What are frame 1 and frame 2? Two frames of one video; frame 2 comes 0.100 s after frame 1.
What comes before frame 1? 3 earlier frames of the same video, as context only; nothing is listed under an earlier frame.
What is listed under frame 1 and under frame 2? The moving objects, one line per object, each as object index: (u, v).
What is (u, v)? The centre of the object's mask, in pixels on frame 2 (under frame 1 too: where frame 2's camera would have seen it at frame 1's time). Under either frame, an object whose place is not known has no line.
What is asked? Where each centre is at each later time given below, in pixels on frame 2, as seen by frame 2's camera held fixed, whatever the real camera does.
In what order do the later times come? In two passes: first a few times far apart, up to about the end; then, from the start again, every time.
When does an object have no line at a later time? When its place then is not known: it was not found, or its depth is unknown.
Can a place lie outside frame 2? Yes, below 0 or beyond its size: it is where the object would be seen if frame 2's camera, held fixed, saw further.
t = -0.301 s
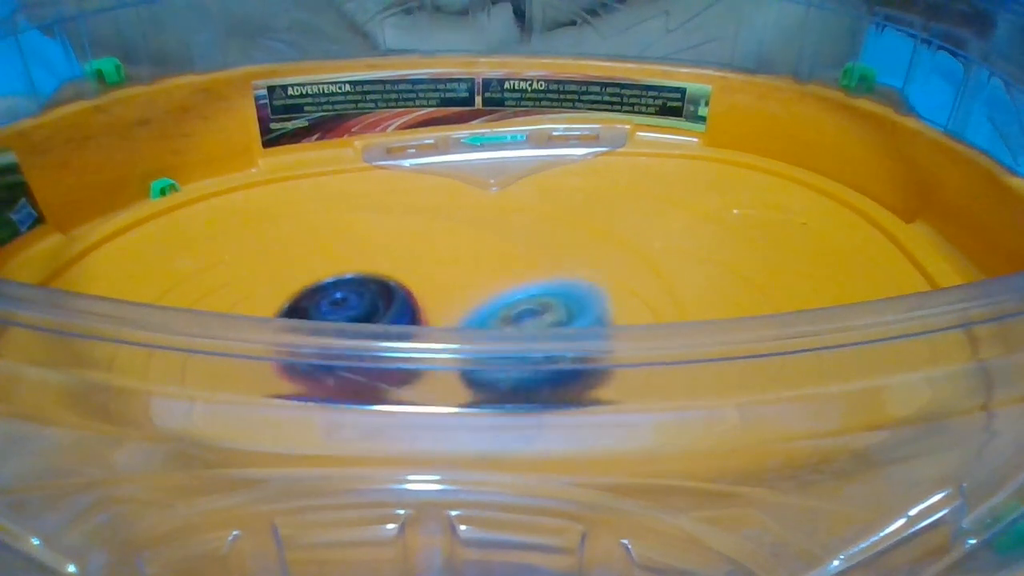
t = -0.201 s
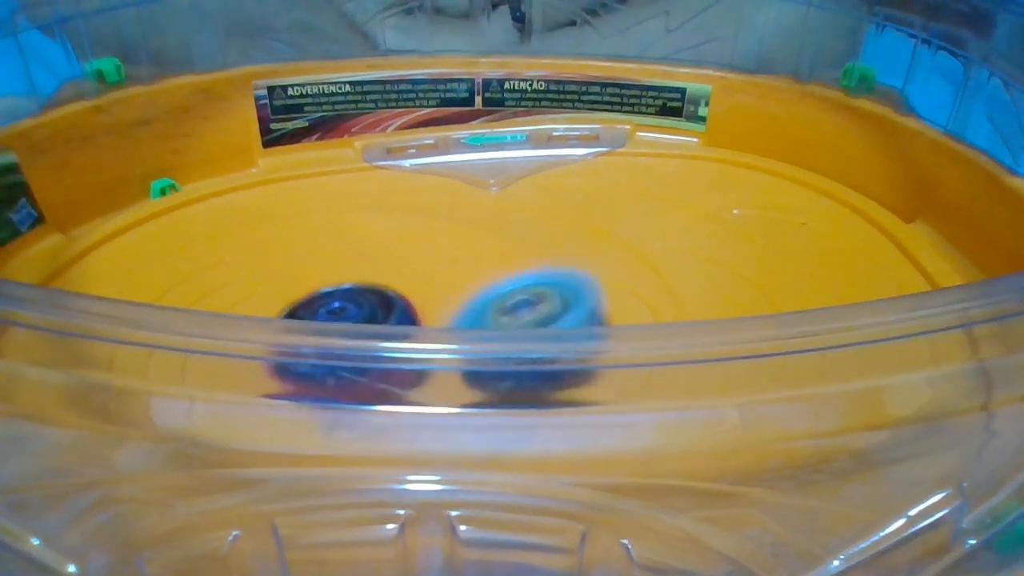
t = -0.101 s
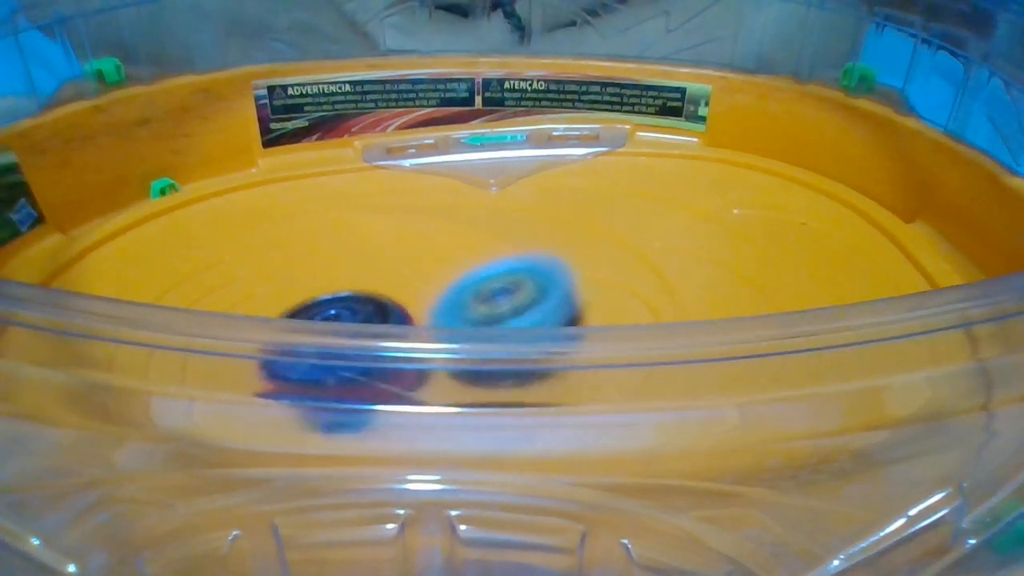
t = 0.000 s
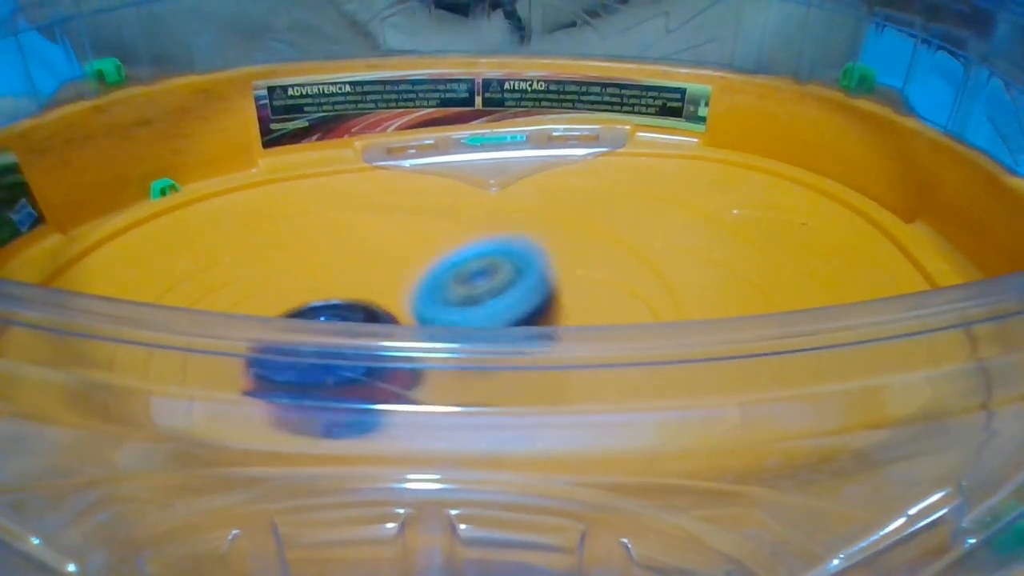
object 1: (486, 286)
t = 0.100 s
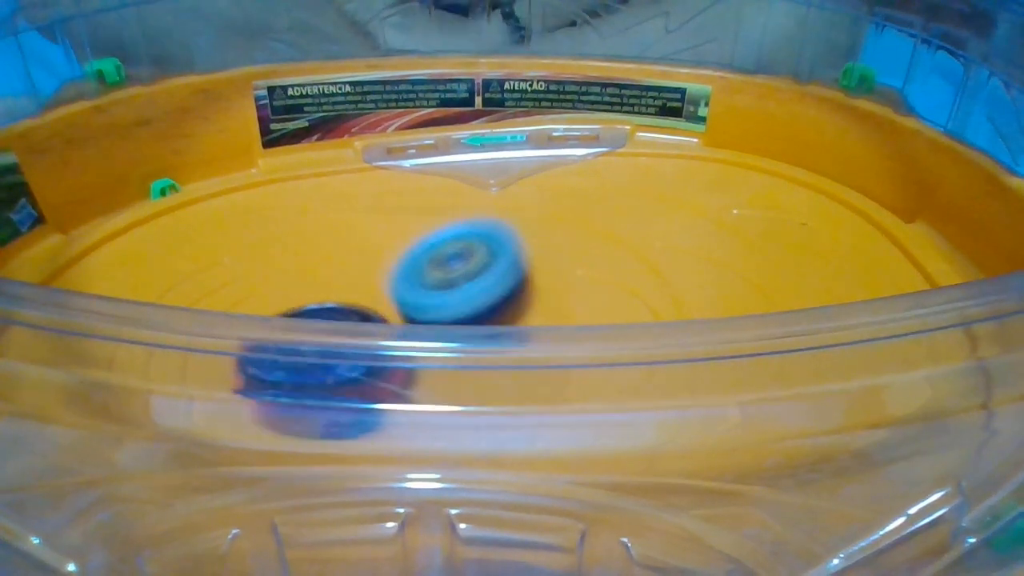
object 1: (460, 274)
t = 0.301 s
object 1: (398, 249)
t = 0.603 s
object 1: (306, 234)
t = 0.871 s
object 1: (231, 243)
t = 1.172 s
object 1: (193, 293)
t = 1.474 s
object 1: (204, 384)
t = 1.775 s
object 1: (286, 411)
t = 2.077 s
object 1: (390, 410)
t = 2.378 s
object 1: (469, 313)
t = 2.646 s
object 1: (497, 291)
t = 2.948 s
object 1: (430, 272)
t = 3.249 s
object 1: (372, 239)
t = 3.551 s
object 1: (308, 229)
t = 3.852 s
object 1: (287, 264)
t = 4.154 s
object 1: (183, 257)
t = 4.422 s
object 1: (233, 264)
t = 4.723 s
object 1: (182, 275)
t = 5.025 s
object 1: (184, 281)
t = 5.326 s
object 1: (160, 273)
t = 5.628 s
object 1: (211, 273)
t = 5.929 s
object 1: (281, 251)
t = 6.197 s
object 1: (300, 210)
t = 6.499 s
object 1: (370, 248)
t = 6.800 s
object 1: (445, 276)
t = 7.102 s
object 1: (500, 285)
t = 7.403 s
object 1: (450, 356)
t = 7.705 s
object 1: (365, 403)
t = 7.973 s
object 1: (284, 411)
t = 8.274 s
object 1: (247, 402)
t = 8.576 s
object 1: (244, 388)
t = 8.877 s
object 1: (278, 392)
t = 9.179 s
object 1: (280, 394)
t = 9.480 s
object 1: (264, 359)
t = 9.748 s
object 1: (247, 373)
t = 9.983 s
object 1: (254, 377)
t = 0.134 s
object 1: (449, 271)
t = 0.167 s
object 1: (439, 266)
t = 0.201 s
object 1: (428, 261)
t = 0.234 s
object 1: (418, 257)
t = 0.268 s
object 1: (408, 253)
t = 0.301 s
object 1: (398, 249)
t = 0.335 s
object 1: (388, 246)
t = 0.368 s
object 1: (378, 243)
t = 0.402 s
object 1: (368, 241)
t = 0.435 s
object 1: (358, 240)
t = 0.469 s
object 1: (348, 239)
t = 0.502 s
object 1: (338, 237)
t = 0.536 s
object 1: (328, 237)
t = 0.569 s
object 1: (318, 235)
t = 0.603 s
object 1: (306, 234)
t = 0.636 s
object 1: (295, 233)
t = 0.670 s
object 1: (285, 232)
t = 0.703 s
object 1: (275, 232)
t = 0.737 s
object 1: (267, 233)
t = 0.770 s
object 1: (258, 235)
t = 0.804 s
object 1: (251, 237)
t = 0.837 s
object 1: (241, 240)
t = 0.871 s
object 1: (231, 243)
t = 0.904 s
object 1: (222, 247)
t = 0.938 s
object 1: (215, 251)
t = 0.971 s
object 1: (209, 254)
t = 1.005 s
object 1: (203, 258)
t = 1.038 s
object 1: (198, 262)
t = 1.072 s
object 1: (196, 266)
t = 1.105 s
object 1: (193, 270)
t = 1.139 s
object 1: (191, 274)
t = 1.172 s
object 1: (193, 293)
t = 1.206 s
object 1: (192, 297)
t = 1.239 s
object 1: (185, 307)
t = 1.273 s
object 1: (184, 338)
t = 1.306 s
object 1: (188, 349)
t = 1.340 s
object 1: (190, 358)
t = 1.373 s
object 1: (189, 378)
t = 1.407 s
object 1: (193, 380)
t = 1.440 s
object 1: (200, 383)
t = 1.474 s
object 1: (204, 384)
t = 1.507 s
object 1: (206, 387)
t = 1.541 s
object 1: (205, 385)
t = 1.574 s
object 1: (226, 393)
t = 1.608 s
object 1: (234, 396)
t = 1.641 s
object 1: (243, 401)
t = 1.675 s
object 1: (252, 405)
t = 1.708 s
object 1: (262, 408)
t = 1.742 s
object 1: (274, 410)
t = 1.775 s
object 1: (286, 411)
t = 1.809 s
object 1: (299, 410)
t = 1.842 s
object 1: (311, 411)
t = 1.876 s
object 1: (324, 412)
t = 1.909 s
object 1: (335, 413)
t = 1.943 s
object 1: (347, 414)
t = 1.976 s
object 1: (360, 413)
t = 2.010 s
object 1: (371, 411)
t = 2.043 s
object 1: (380, 411)
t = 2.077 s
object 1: (390, 410)
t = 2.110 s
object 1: (400, 409)
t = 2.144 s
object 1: (413, 384)
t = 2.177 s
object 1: (420, 384)
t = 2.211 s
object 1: (423, 382)
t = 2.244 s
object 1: (429, 381)
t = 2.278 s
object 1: (433, 383)
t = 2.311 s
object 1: (444, 367)
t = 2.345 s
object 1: (440, 383)
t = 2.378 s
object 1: (469, 313)
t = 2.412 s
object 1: (471, 310)
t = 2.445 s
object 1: (470, 307)
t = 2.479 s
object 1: (481, 305)
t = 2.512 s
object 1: (490, 302)
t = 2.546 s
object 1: (493, 299)
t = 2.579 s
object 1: (497, 296)
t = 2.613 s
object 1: (498, 294)
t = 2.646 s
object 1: (497, 291)
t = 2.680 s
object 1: (496, 288)
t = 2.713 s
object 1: (492, 286)
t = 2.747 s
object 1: (486, 284)
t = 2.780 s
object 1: (480, 282)
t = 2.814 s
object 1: (470, 280)
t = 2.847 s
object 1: (460, 278)
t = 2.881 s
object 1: (451, 275)
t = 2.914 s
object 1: (440, 274)
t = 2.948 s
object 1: (430, 272)
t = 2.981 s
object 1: (420, 270)
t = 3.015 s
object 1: (414, 263)
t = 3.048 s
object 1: (410, 258)
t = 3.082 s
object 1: (404, 254)
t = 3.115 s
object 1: (399, 249)
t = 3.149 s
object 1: (393, 246)
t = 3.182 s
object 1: (386, 243)
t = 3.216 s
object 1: (380, 240)
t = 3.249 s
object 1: (372, 239)
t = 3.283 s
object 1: (365, 237)
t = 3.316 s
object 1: (358, 237)
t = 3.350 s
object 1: (350, 236)
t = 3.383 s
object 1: (344, 239)
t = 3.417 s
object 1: (334, 241)
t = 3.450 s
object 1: (326, 241)
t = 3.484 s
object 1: (317, 236)
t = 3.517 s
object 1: (313, 232)
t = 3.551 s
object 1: (308, 229)
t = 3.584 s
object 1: (305, 226)
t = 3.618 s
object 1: (303, 226)
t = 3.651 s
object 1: (302, 227)
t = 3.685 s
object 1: (300, 231)
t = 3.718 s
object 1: (299, 236)
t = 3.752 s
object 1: (297, 243)
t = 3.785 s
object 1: (294, 250)
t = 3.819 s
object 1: (291, 258)
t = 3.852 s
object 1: (287, 264)
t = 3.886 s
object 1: (285, 270)
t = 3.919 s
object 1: (282, 275)
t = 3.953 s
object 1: (280, 279)
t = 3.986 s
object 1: (278, 284)
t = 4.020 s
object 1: (266, 285)
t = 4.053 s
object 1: (234, 275)
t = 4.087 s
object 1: (208, 266)
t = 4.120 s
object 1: (192, 260)
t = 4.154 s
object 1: (183, 257)
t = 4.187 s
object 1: (182, 255)
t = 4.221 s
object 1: (184, 255)
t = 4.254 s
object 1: (188, 254)
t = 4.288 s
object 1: (193, 254)
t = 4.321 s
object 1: (205, 254)
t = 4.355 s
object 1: (213, 255)
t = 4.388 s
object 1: (223, 259)
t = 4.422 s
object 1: (233, 264)
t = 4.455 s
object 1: (244, 268)
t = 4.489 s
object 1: (255, 274)
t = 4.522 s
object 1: (265, 279)
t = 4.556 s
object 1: (276, 283)
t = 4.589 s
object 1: (285, 287)
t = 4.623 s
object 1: (270, 287)
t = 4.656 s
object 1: (233, 282)
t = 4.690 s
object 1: (200, 278)
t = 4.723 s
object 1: (182, 275)
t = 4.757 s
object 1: (174, 273)
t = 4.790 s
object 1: (170, 273)
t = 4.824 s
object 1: (169, 272)
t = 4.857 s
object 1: (174, 273)
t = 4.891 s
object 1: (182, 275)
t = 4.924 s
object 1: (191, 277)
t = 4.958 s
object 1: (201, 280)
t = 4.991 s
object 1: (208, 281)
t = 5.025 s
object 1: (184, 281)
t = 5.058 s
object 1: (141, 275)
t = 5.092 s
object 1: (117, 270)
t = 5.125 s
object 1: (106, 267)
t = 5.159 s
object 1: (105, 267)
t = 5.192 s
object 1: (109, 266)
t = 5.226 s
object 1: (119, 266)
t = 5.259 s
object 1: (130, 268)
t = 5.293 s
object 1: (143, 270)
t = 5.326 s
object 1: (160, 273)
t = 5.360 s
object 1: (177, 276)
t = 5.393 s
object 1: (193, 278)
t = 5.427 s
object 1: (208, 280)
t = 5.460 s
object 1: (226, 282)
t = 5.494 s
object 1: (244, 285)
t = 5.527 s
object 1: (249, 284)
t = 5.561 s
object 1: (227, 278)
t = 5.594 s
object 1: (215, 275)
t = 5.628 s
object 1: (211, 273)
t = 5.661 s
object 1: (213, 271)
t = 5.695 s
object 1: (219, 268)
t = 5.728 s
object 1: (227, 266)
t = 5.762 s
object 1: (234, 263)
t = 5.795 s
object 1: (243, 261)
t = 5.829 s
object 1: (252, 259)
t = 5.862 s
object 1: (261, 257)
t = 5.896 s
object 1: (273, 253)
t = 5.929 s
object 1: (281, 251)
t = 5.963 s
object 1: (274, 238)
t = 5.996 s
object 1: (268, 226)
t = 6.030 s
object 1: (266, 221)
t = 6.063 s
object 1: (270, 217)
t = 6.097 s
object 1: (277, 215)
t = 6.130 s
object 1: (284, 213)
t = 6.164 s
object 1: (292, 211)
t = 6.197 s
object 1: (300, 210)
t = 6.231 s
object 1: (309, 211)
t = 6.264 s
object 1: (317, 214)
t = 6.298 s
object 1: (325, 217)
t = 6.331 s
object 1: (333, 222)
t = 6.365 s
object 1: (340, 226)
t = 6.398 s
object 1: (347, 232)
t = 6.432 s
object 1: (354, 237)
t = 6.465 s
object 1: (361, 242)
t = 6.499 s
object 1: (370, 248)
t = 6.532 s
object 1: (377, 252)
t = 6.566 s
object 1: (386, 257)
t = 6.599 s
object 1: (393, 260)
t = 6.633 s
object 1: (402, 264)
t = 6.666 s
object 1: (410, 267)
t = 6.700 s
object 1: (420, 271)
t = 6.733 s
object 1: (428, 273)
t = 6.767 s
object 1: (437, 275)
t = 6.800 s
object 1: (445, 276)
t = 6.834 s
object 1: (455, 278)
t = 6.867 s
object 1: (464, 278)
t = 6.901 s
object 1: (472, 279)
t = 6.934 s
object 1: (479, 279)
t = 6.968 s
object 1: (487, 279)
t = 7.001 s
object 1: (494, 280)
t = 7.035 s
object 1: (499, 282)
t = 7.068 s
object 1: (501, 283)
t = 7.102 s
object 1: (500, 285)
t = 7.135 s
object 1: (496, 288)
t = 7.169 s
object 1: (491, 289)
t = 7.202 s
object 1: (483, 292)
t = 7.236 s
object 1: (473, 294)
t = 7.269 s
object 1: (465, 295)
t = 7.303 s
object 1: (456, 316)
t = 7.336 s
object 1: (458, 327)
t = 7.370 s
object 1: (453, 326)
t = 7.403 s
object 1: (450, 356)
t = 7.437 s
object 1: (438, 360)
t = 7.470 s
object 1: (433, 361)
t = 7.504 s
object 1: (425, 362)
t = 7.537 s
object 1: (415, 368)
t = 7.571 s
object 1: (406, 381)
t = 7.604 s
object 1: (397, 399)
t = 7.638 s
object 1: (388, 399)
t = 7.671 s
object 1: (376, 402)
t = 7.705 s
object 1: (365, 403)
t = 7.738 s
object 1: (354, 405)
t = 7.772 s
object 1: (343, 404)
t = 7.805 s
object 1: (332, 406)
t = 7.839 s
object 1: (320, 408)
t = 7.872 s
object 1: (314, 410)
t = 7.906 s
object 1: (306, 410)
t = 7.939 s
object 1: (293, 412)
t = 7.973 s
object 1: (284, 411)
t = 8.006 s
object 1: (275, 412)
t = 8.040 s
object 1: (270, 419)
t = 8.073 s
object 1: (264, 417)
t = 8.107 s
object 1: (258, 415)
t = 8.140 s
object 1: (252, 413)
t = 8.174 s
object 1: (250, 411)
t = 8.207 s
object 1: (249, 406)
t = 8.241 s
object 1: (249, 404)
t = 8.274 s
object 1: (247, 402)
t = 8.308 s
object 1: (246, 403)
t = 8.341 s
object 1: (248, 401)
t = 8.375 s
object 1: (249, 397)
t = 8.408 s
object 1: (246, 394)
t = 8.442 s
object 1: (246, 390)
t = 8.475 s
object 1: (245, 390)
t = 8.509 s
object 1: (247, 389)
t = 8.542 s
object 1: (246, 389)
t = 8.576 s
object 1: (244, 388)
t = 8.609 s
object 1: (248, 388)
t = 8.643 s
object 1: (252, 391)
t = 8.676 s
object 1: (251, 389)
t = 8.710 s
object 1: (258, 390)
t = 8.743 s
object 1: (259, 390)
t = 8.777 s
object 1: (258, 391)
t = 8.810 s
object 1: (258, 392)
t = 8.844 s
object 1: (265, 394)
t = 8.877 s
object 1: (278, 392)
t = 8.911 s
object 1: (282, 391)
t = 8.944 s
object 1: (281, 390)
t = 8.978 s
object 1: (281, 391)
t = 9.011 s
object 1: (282, 393)
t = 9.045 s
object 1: (283, 394)
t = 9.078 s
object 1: (287, 394)
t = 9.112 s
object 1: (285, 392)
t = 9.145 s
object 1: (283, 391)
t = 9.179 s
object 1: (280, 394)
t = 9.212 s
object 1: (282, 391)
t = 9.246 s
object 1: (280, 391)
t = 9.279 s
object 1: (283, 374)
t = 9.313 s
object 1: (271, 390)
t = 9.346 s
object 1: (262, 388)
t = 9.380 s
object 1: (272, 390)
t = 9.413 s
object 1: (275, 389)
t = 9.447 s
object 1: (271, 388)
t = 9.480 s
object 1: (264, 359)
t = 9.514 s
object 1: (258, 361)
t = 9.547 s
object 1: (261, 358)
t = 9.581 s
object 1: (248, 374)
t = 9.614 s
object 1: (251, 389)
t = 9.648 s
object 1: (255, 388)
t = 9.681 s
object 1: (254, 373)
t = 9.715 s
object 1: (257, 372)
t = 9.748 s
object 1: (247, 373)
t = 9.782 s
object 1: (240, 373)
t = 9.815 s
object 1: (246, 386)
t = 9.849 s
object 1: (246, 392)
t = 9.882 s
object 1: (255, 392)
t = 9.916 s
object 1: (262, 391)
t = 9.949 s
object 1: (261, 374)
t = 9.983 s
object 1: (254, 377)
